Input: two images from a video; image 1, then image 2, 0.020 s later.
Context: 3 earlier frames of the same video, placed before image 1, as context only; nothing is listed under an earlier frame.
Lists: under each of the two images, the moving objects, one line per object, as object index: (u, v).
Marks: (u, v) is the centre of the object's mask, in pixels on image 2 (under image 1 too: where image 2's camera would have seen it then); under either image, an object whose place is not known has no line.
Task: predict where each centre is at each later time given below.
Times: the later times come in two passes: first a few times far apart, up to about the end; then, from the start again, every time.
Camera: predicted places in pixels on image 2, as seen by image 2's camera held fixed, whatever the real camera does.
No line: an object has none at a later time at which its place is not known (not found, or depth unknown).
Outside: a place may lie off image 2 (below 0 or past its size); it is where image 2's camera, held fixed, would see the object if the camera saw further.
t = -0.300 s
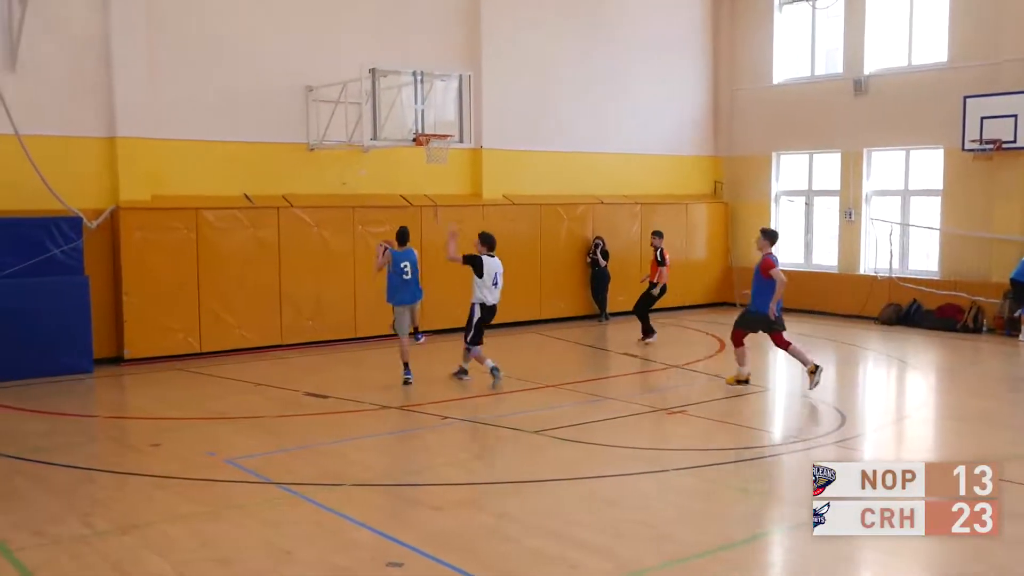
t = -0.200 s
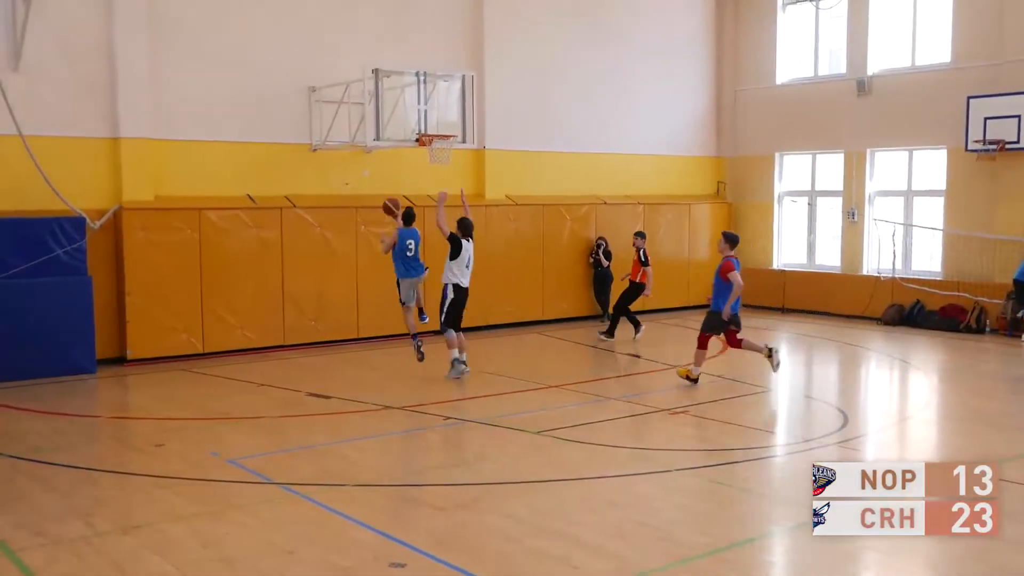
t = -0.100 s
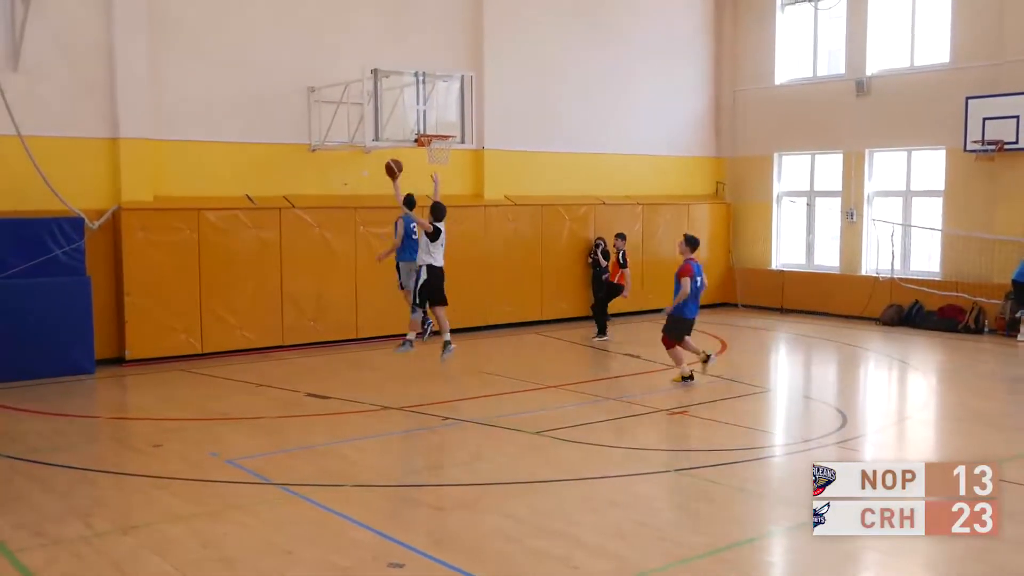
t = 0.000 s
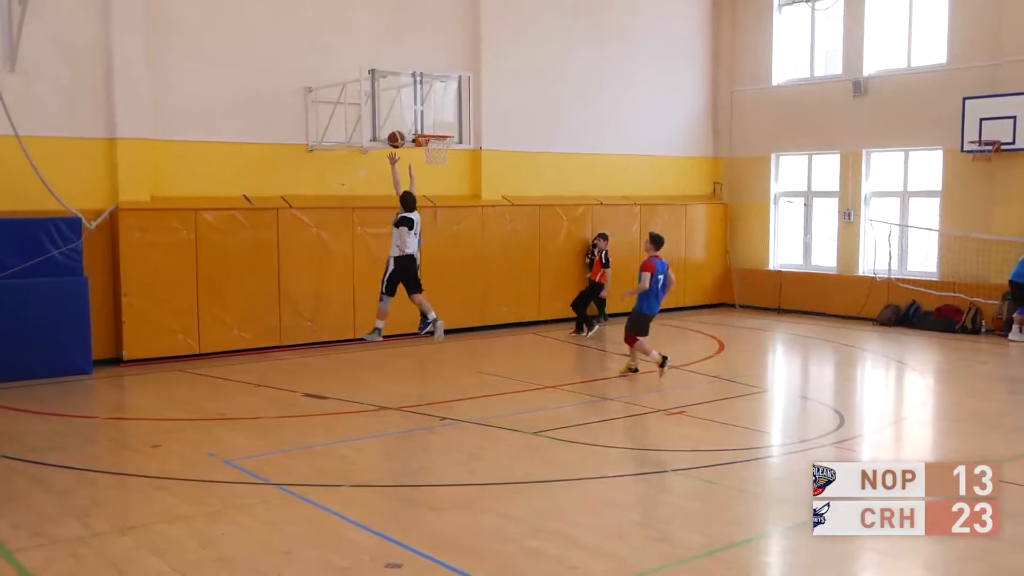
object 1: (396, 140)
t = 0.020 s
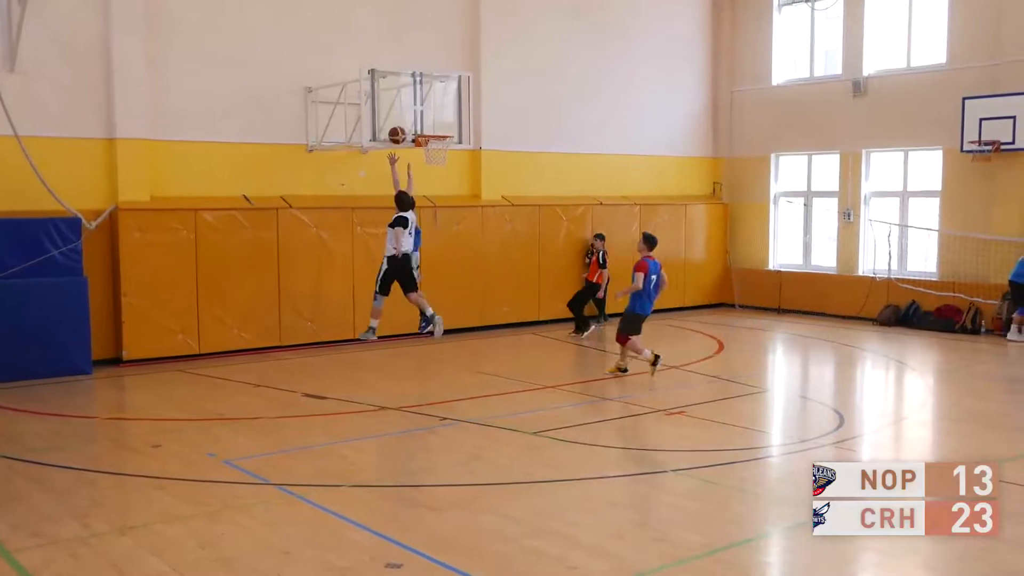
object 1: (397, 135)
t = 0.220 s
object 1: (411, 110)
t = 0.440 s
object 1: (428, 119)
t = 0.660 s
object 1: (443, 160)
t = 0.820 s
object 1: (447, 199)
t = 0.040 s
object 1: (398, 131)
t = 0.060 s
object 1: (399, 127)
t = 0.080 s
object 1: (401, 123)
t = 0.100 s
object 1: (402, 120)
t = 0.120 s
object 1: (403, 118)
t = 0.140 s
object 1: (405, 115)
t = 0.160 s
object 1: (406, 113)
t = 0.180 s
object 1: (408, 112)
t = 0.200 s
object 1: (409, 111)
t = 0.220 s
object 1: (411, 110)
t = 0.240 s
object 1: (412, 109)
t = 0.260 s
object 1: (413, 109)
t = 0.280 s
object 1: (415, 109)
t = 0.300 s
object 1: (417, 109)
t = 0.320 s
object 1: (418, 110)
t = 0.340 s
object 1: (420, 110)
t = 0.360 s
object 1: (422, 111)
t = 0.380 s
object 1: (423, 113)
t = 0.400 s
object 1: (425, 114)
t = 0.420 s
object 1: (426, 117)
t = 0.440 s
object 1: (428, 119)
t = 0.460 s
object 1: (429, 121)
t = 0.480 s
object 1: (431, 124)
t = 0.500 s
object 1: (432, 127)
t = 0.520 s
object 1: (434, 130)
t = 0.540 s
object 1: (436, 134)
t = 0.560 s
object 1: (437, 139)
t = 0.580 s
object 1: (439, 144)
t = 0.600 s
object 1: (440, 147)
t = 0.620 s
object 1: (442, 152)
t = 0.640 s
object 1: (442, 156)
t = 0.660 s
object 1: (443, 160)
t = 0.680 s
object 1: (444, 164)
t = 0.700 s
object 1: (444, 168)
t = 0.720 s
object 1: (445, 172)
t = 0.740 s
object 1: (446, 177)
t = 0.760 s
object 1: (446, 182)
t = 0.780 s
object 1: (447, 187)
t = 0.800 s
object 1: (447, 193)
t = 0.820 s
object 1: (447, 199)
